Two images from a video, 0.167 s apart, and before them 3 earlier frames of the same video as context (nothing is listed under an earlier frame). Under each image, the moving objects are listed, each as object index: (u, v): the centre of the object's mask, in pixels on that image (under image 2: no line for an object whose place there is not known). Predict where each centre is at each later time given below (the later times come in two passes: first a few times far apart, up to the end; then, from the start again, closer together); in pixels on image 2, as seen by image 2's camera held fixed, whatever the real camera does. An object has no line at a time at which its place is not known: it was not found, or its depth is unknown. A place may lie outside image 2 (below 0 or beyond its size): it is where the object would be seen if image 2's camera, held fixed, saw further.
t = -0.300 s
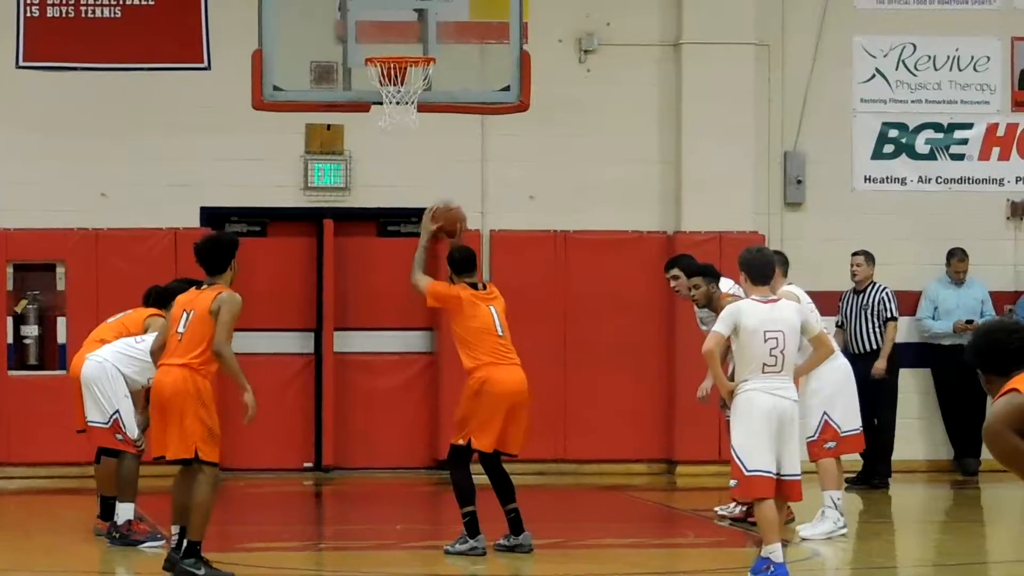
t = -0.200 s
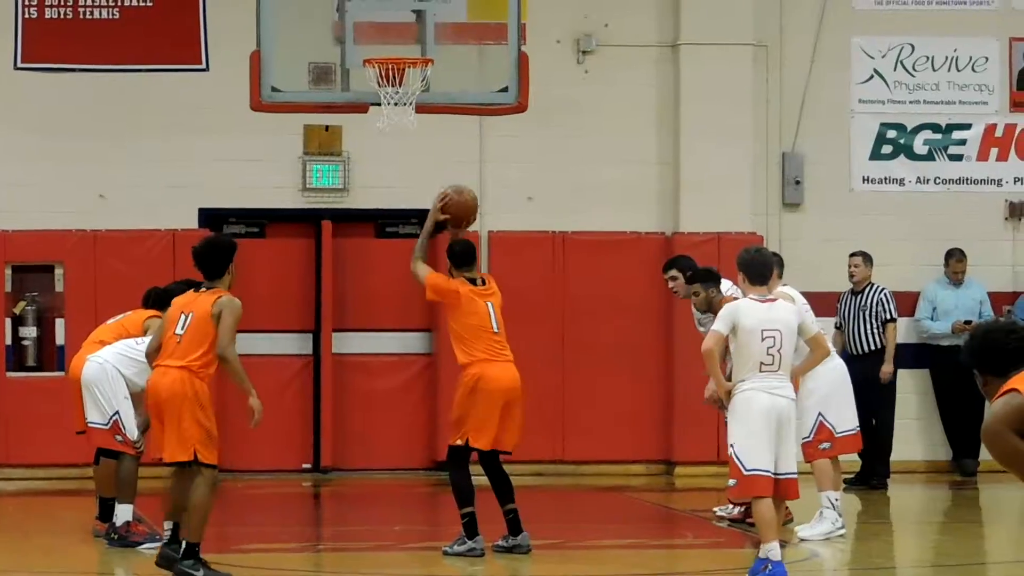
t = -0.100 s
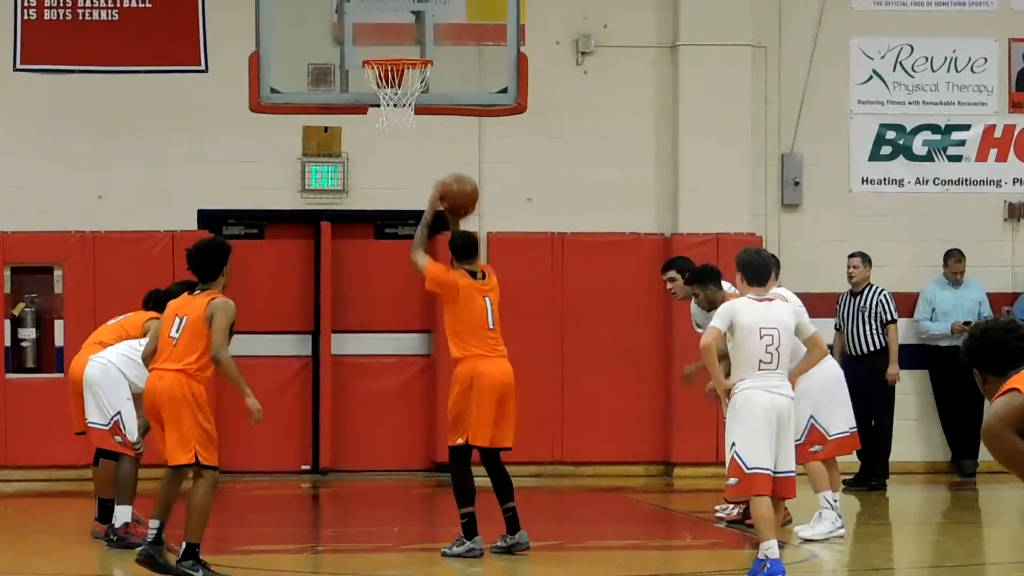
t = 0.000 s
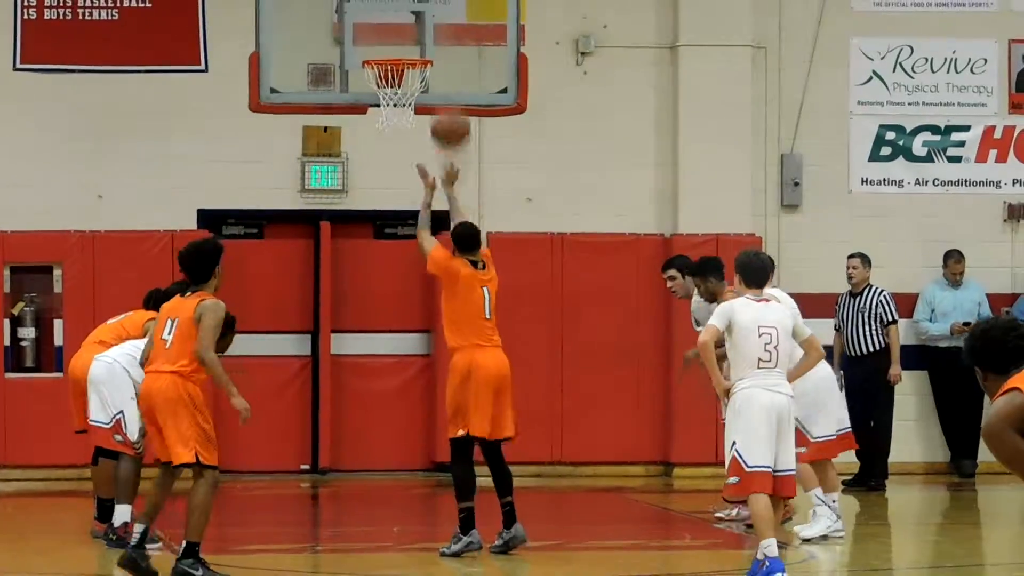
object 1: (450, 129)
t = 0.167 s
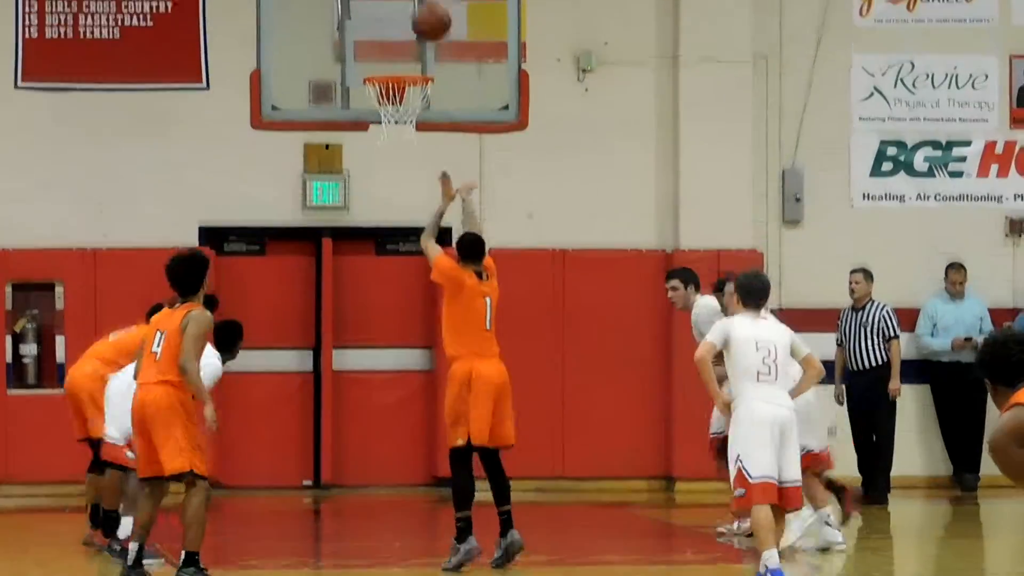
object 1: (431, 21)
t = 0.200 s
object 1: (427, 6)
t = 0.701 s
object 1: (379, -43)
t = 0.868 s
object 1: (368, 8)
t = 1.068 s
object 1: (338, 76)
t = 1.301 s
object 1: (291, 135)
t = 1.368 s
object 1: (278, 166)
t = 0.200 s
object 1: (427, 6)
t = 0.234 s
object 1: (424, -6)
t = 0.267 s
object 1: (420, -17)
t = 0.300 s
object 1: (418, -25)
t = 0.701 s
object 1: (379, -43)
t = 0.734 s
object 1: (377, -40)
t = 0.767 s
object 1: (373, -34)
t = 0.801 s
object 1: (371, -20)
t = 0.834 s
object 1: (369, -5)
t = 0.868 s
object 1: (368, 8)
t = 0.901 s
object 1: (365, 23)
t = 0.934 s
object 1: (363, 42)
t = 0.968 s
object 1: (360, 59)
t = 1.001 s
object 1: (355, 75)
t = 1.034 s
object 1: (344, 74)
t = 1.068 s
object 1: (338, 76)
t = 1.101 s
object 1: (331, 79)
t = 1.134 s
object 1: (325, 85)
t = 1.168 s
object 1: (319, 91)
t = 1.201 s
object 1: (312, 101)
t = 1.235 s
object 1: (305, 112)
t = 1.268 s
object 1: (298, 122)
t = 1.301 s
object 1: (291, 135)
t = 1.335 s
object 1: (285, 149)
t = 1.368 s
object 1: (278, 166)
